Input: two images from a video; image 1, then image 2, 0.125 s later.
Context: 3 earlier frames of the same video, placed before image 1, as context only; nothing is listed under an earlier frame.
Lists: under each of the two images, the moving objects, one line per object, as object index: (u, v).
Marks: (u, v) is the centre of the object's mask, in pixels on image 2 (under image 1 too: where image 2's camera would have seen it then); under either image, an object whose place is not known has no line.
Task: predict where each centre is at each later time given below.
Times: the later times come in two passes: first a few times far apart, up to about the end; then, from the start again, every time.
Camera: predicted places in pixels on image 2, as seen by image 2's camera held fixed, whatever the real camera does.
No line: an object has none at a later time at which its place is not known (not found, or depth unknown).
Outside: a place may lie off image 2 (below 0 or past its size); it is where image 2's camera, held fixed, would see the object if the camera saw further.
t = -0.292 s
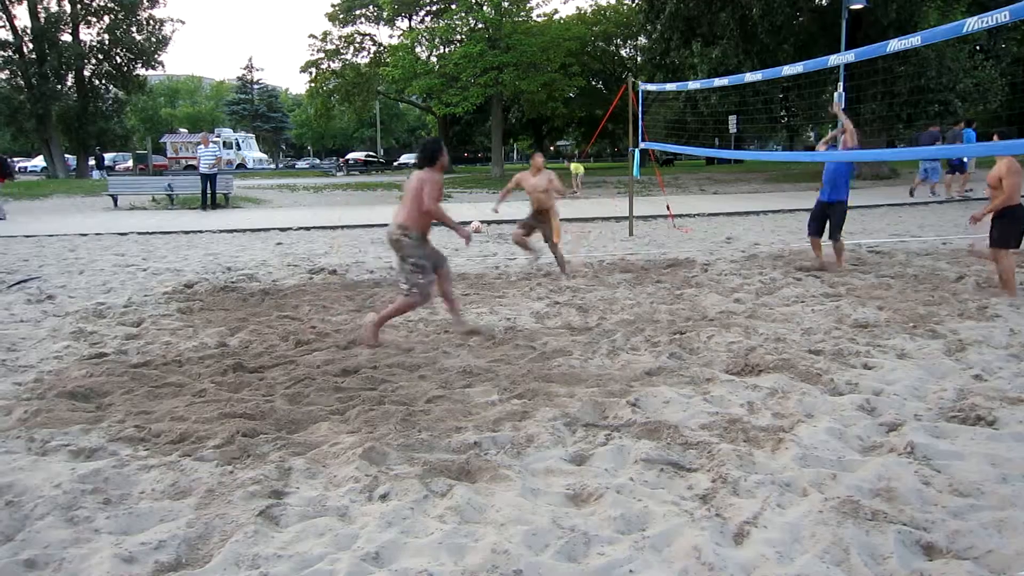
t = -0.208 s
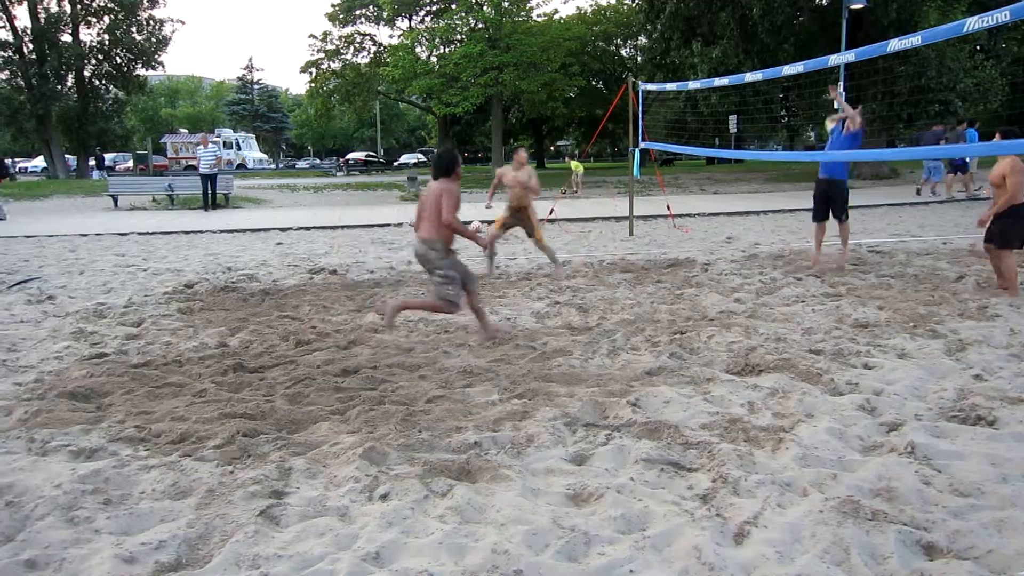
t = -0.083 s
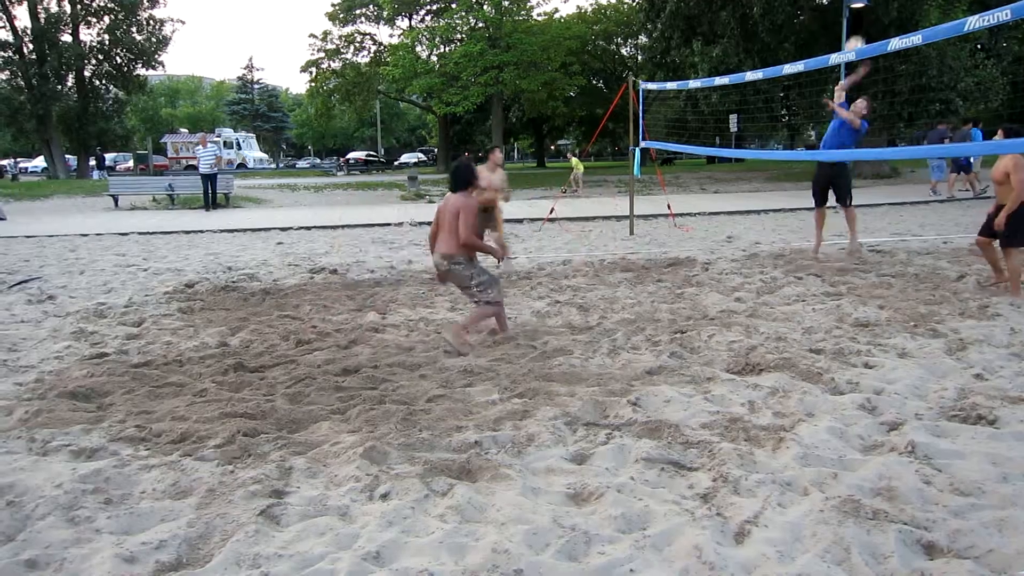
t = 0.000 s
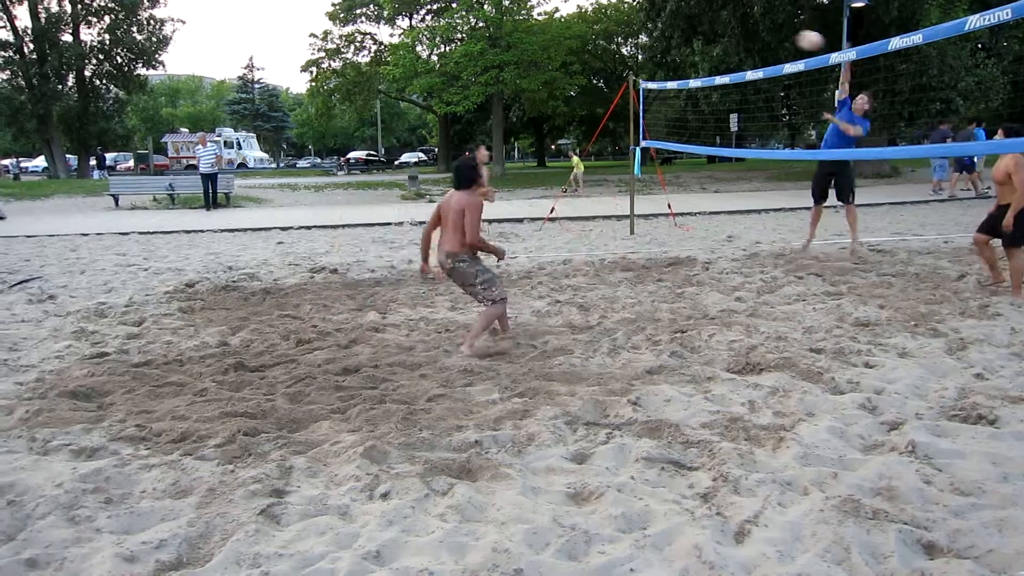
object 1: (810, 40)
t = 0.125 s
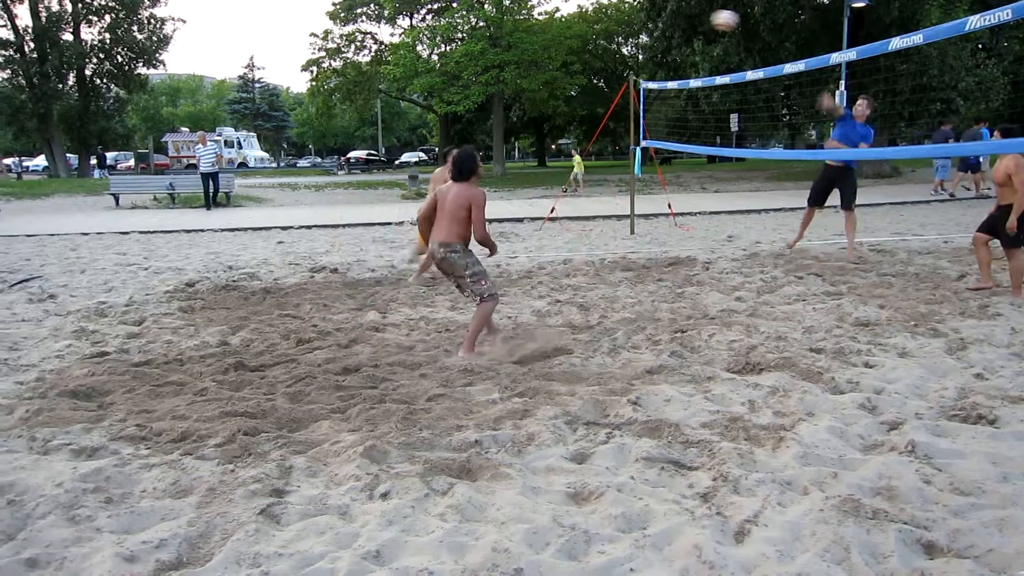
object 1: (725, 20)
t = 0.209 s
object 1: (666, 15)
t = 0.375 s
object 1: (548, 25)
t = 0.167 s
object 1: (696, 17)
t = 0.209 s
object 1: (666, 15)
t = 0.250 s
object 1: (636, 15)
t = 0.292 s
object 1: (609, 17)
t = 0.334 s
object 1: (578, 21)
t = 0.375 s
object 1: (548, 25)
